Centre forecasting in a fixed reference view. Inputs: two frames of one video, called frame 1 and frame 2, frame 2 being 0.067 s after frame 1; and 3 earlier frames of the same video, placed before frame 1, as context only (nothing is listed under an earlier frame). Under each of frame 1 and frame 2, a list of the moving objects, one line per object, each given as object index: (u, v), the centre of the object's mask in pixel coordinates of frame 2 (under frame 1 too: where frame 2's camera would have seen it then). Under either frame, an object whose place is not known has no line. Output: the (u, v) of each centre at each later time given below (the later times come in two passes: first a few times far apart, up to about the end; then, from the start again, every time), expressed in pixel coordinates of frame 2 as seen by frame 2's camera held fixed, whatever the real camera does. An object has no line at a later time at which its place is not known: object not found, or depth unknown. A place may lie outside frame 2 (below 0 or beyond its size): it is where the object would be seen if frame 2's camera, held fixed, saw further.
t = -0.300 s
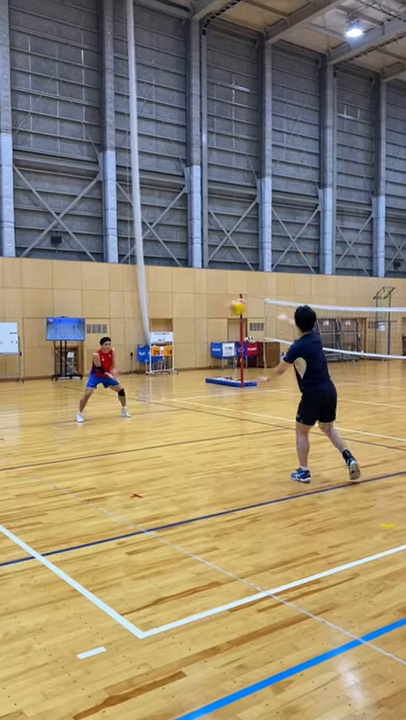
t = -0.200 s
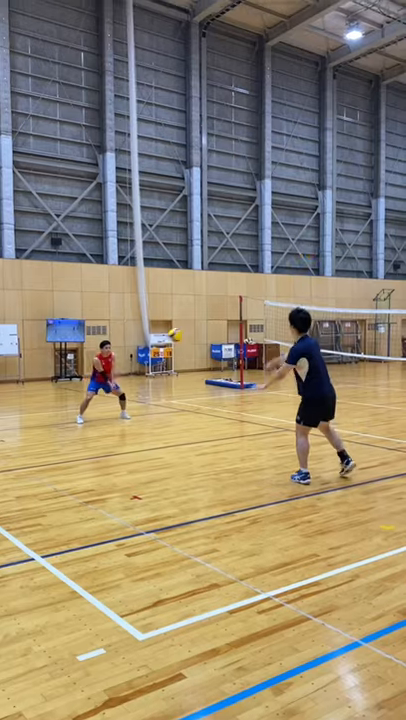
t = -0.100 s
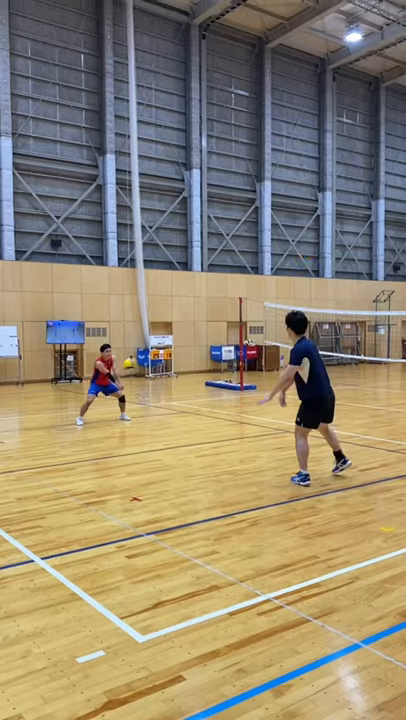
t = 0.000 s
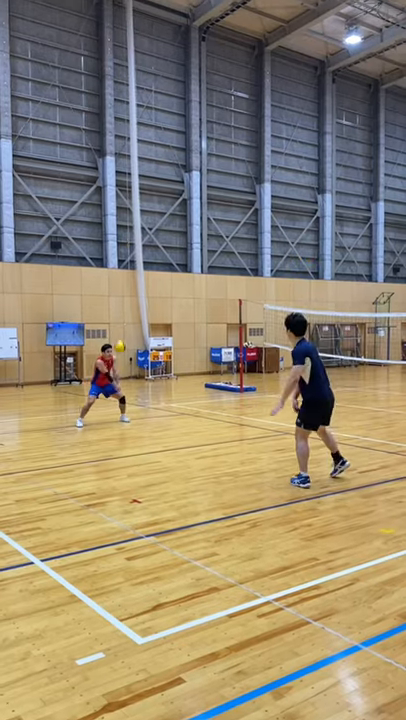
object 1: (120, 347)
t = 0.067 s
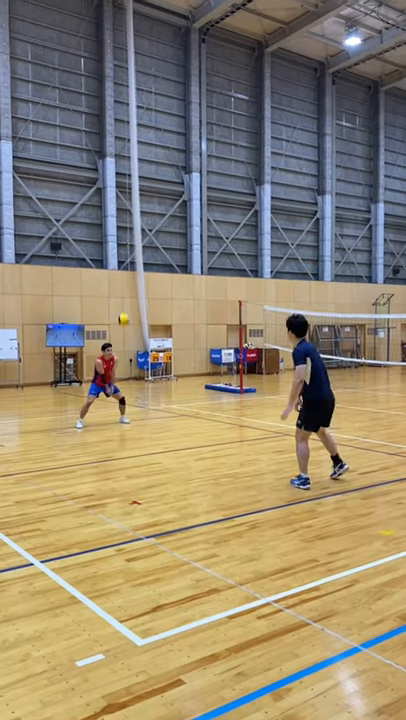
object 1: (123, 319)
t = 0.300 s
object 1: (135, 233)
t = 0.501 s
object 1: (144, 174)
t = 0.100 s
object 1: (125, 306)
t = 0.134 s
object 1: (127, 294)
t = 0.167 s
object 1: (128, 280)
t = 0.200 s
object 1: (130, 268)
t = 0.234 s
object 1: (132, 256)
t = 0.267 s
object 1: (133, 244)
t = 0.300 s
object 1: (135, 233)
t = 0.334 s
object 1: (136, 221)
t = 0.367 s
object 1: (137, 211)
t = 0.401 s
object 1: (140, 201)
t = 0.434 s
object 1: (142, 192)
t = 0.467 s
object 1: (143, 183)
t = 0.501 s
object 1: (144, 174)
